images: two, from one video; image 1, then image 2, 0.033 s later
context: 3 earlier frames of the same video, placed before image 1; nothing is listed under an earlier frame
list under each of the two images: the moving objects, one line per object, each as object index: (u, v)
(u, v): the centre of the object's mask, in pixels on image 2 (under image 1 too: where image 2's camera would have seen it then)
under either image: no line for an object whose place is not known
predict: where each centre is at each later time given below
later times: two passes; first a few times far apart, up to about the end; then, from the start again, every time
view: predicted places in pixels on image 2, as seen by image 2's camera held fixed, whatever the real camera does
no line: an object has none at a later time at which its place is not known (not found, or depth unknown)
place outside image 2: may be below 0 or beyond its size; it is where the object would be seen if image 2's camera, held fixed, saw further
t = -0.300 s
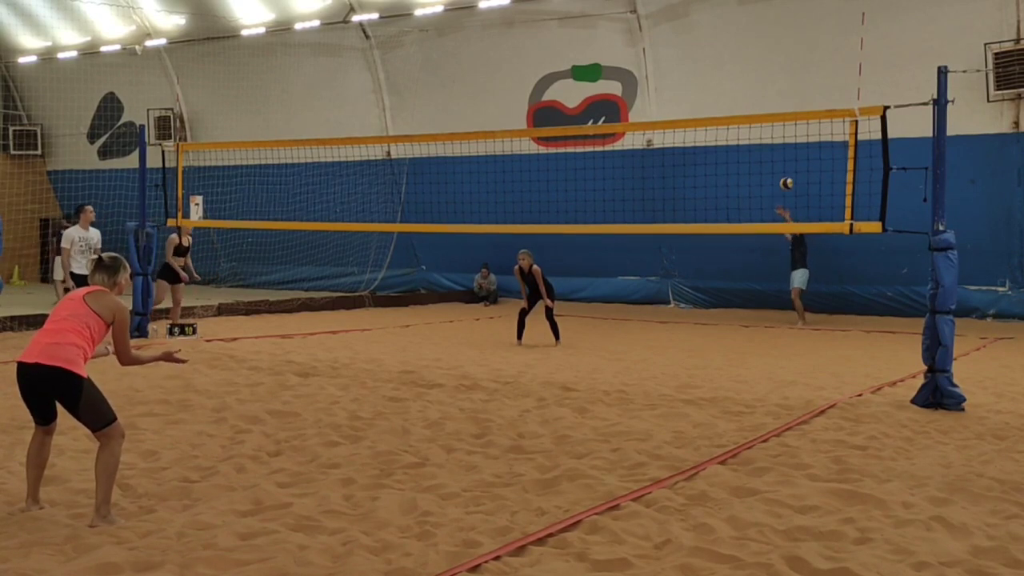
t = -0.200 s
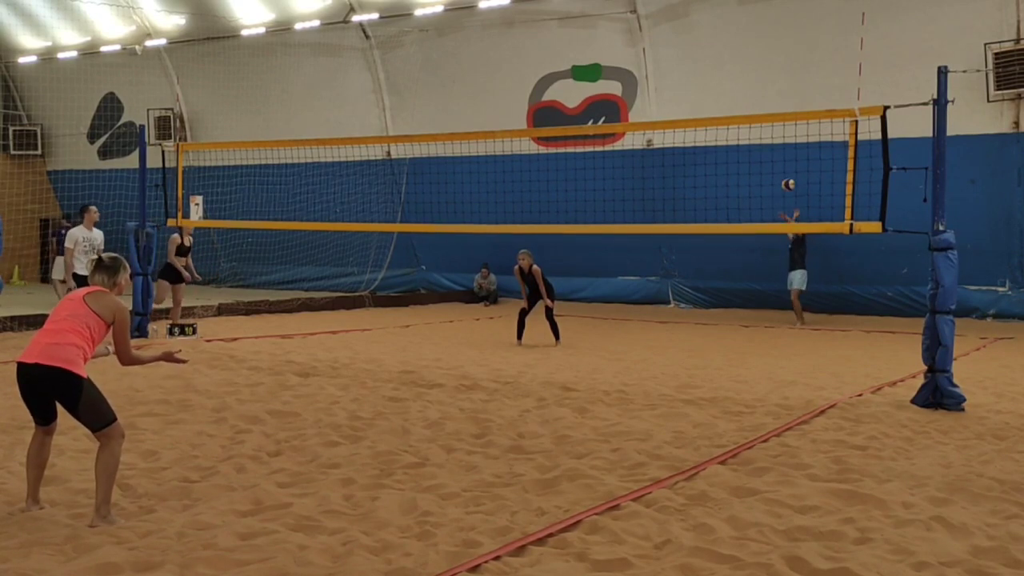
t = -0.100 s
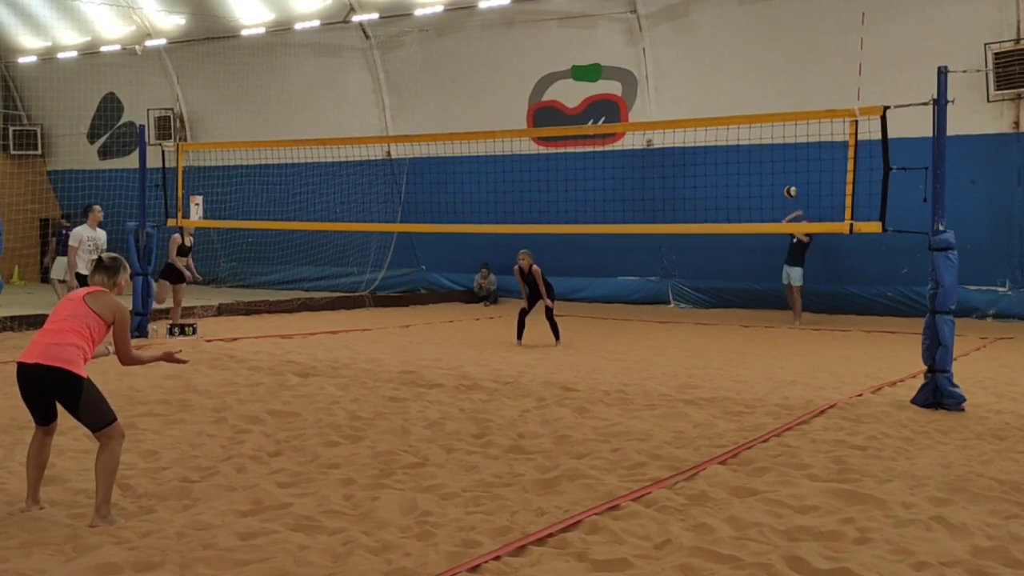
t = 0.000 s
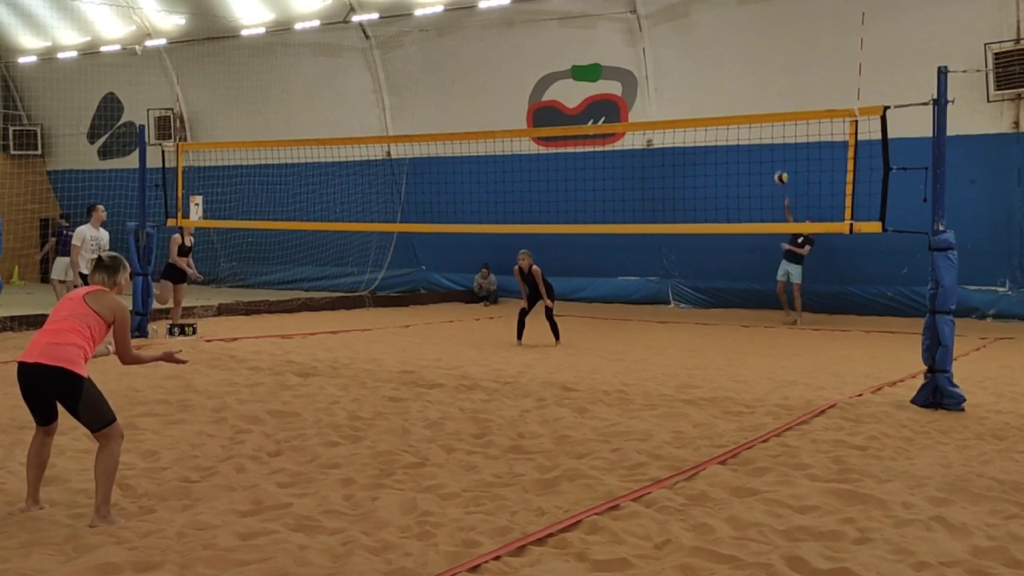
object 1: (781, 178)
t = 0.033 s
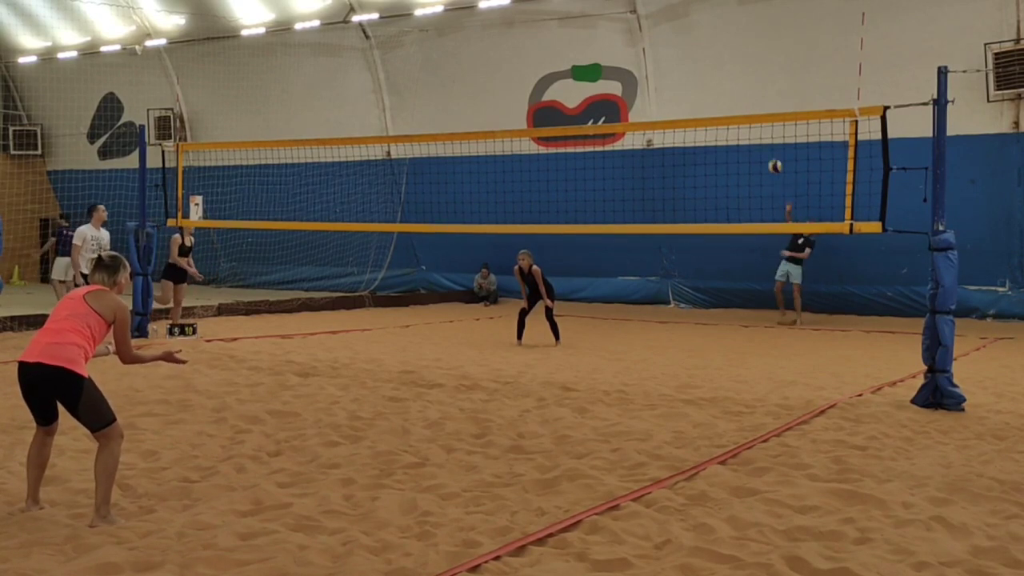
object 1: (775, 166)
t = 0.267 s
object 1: (721, 98)
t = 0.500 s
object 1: (646, 62)
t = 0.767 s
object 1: (521, 85)
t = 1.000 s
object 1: (346, 194)
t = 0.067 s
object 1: (769, 155)
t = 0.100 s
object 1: (761, 145)
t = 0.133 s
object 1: (753, 134)
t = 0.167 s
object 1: (746, 127)
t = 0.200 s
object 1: (738, 111)
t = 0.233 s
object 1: (730, 106)
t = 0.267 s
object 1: (721, 98)
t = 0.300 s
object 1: (712, 90)
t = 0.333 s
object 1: (702, 83)
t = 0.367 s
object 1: (692, 77)
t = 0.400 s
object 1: (681, 72)
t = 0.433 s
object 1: (670, 68)
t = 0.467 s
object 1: (658, 65)
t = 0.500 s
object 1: (646, 62)
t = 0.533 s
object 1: (634, 61)
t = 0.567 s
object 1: (621, 61)
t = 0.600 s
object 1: (607, 62)
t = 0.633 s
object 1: (592, 64)
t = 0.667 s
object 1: (576, 67)
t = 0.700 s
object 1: (560, 71)
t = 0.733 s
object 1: (541, 77)
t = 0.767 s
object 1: (521, 85)
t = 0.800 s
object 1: (501, 95)
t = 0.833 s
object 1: (480, 105)
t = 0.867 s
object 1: (456, 118)
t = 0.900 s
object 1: (431, 134)
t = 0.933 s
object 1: (404, 151)
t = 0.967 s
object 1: (377, 170)
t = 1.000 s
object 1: (346, 194)
